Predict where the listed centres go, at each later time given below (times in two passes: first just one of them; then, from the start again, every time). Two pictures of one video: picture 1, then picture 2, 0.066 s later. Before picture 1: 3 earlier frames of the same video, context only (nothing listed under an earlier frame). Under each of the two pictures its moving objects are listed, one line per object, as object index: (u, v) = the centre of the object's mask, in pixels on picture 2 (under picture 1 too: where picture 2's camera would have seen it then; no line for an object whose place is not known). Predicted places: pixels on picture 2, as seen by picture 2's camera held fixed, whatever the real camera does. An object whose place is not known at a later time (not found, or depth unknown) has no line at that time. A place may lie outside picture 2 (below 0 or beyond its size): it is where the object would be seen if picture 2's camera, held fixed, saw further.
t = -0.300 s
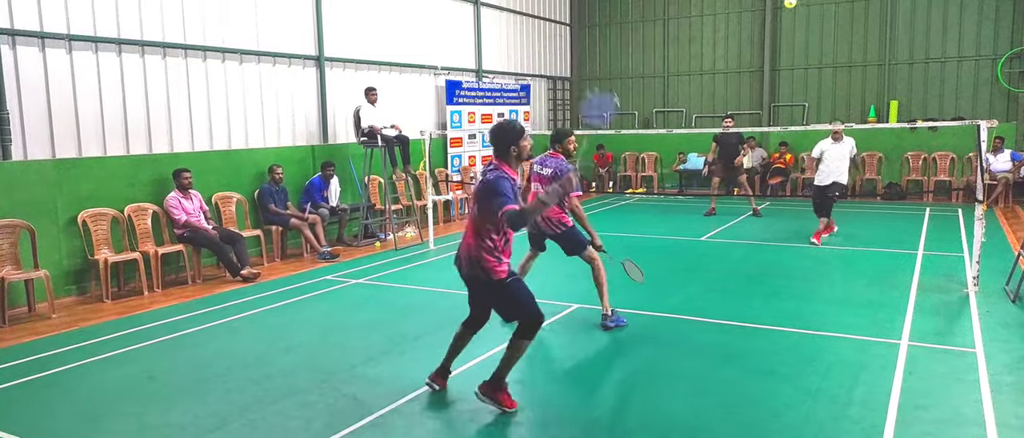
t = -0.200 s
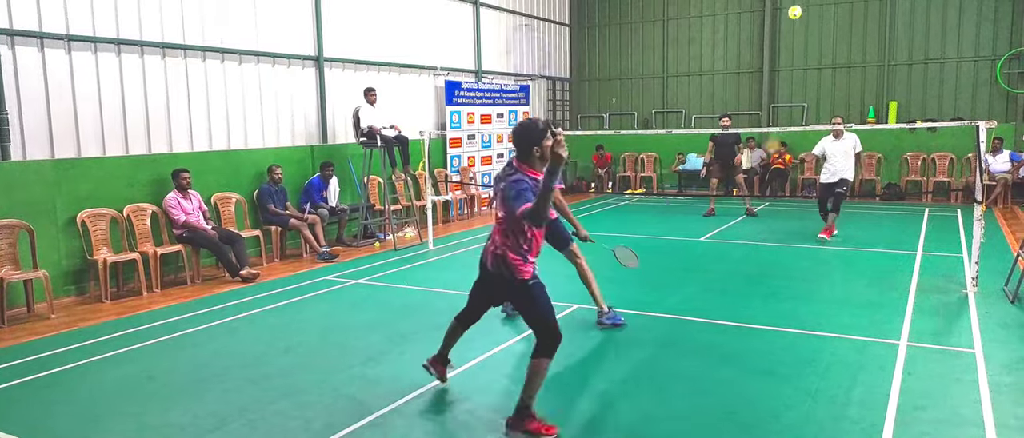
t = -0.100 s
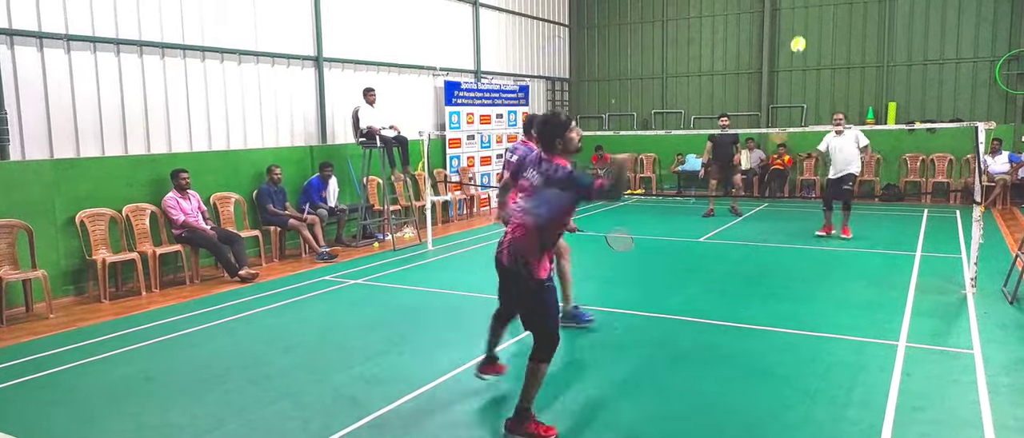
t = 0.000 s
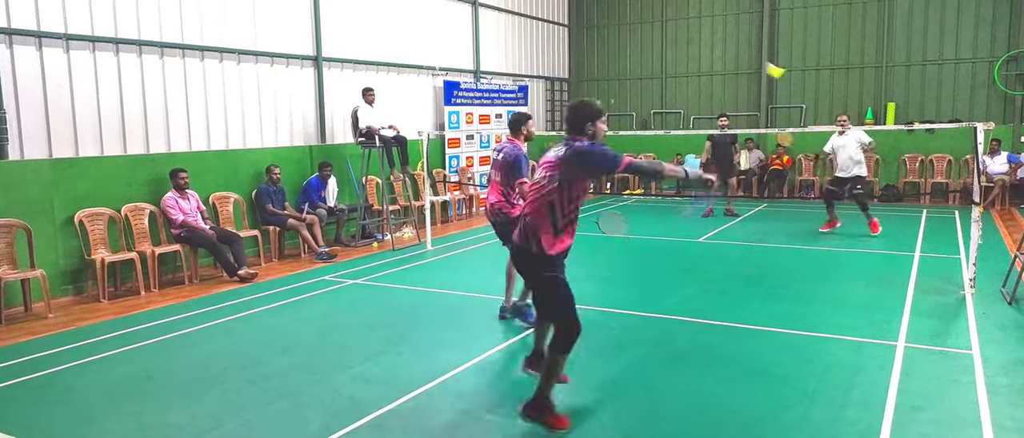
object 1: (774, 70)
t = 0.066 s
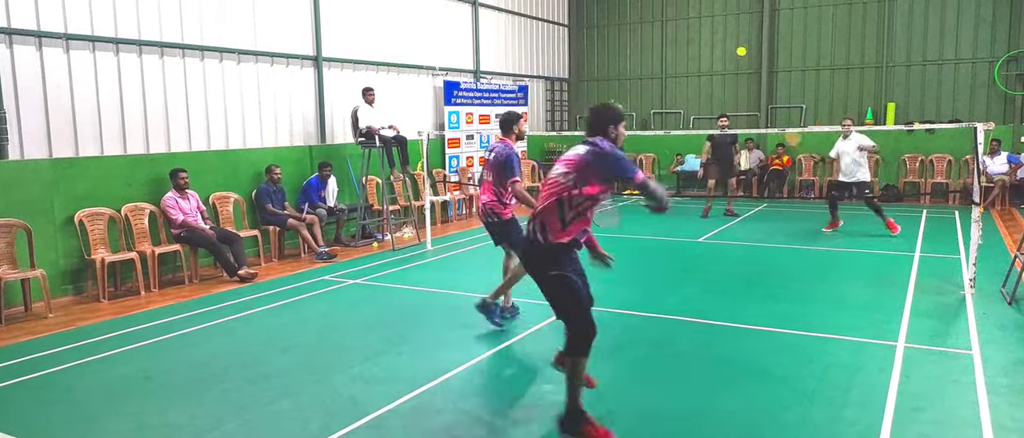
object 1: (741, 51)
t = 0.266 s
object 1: (717, 53)
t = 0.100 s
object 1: (734, 49)
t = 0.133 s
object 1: (729, 48)
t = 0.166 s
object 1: (725, 47)
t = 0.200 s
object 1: (722, 49)
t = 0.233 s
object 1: (720, 51)
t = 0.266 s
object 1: (717, 53)
